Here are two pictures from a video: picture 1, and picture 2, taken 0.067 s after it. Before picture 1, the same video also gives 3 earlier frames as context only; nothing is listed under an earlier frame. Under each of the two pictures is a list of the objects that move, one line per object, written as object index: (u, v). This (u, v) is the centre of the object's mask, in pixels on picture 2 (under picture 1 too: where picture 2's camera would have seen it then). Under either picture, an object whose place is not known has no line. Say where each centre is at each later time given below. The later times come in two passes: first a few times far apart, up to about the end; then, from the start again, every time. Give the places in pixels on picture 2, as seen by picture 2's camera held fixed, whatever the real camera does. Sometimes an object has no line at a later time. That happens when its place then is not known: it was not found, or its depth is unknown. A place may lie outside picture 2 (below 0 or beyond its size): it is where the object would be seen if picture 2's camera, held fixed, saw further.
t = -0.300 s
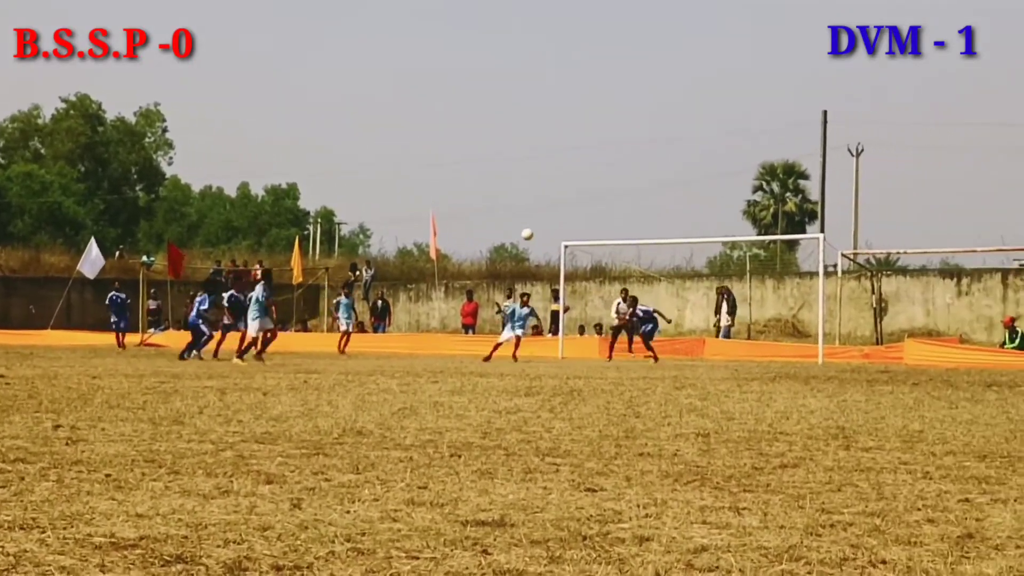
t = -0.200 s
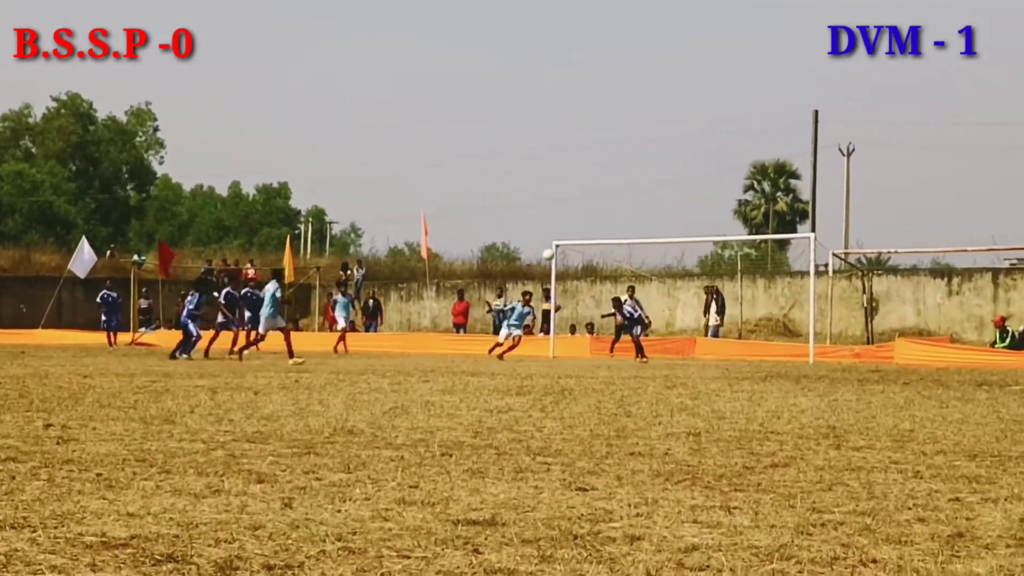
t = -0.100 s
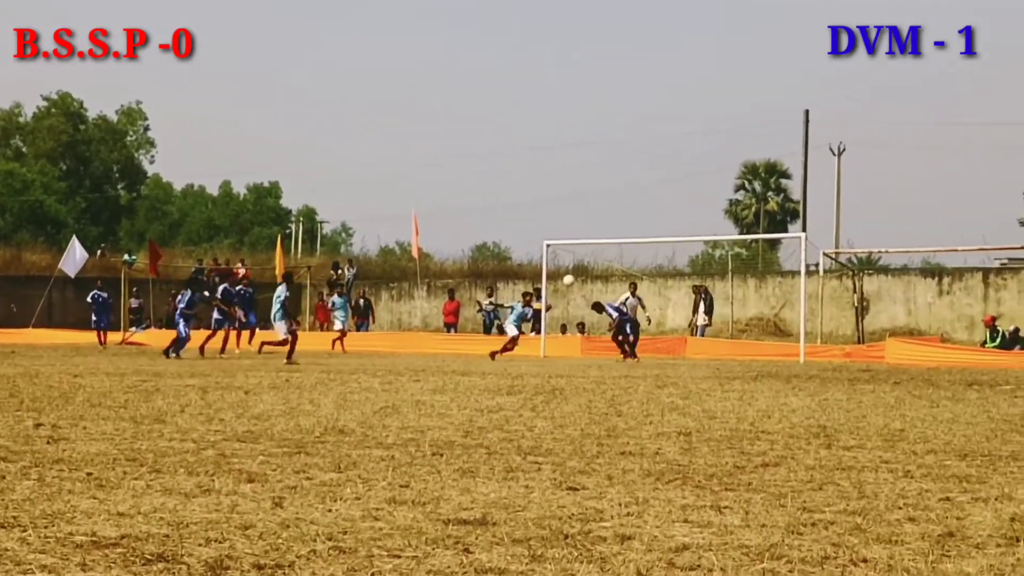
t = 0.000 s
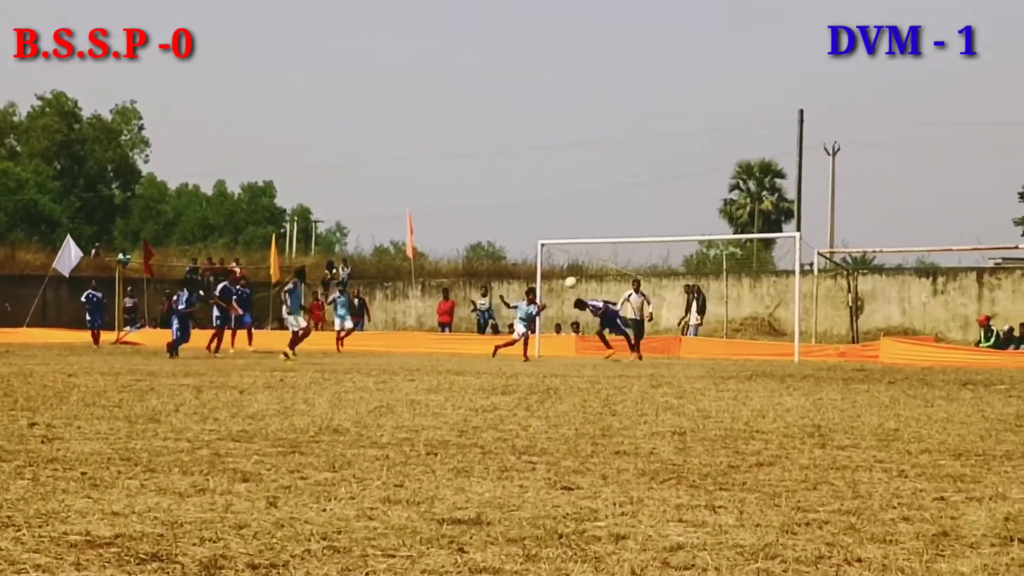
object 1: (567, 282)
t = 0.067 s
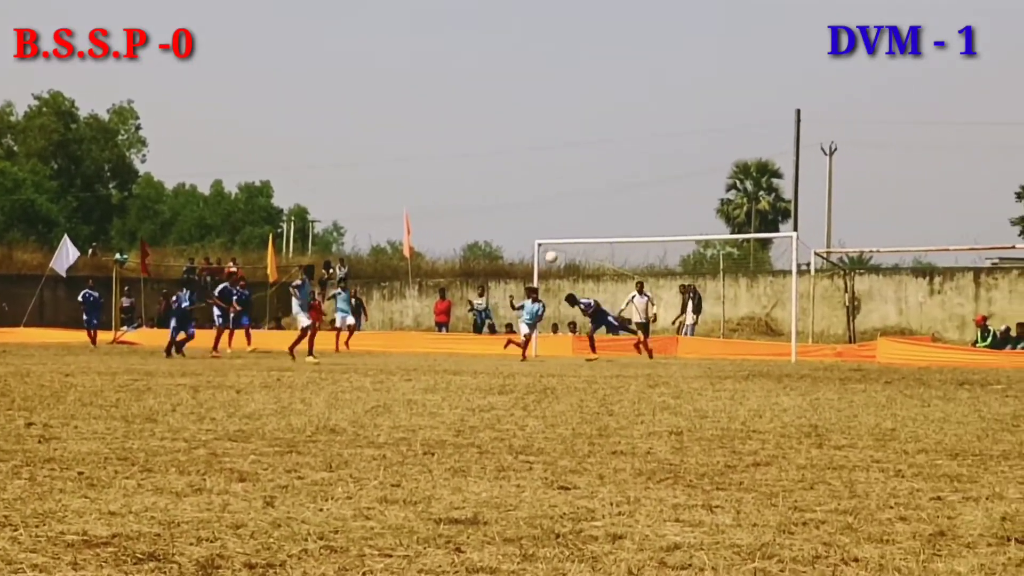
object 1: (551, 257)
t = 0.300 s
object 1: (491, 184)
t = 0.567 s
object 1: (419, 136)
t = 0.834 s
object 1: (343, 128)
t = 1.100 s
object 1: (270, 168)
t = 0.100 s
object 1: (542, 245)
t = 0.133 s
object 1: (534, 233)
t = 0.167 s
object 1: (526, 223)
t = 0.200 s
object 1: (517, 212)
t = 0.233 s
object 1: (508, 202)
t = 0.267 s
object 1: (500, 193)
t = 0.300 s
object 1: (491, 184)
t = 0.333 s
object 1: (482, 176)
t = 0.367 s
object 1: (473, 169)
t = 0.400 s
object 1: (464, 162)
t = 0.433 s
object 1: (456, 155)
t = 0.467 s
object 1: (446, 150)
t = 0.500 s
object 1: (437, 144)
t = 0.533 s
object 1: (428, 140)
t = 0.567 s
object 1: (419, 136)
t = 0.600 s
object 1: (410, 133)
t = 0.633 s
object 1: (400, 130)
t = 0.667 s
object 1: (391, 128)
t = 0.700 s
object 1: (382, 127)
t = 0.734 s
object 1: (372, 126)
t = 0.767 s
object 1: (362, 126)
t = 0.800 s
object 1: (353, 127)
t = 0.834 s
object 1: (343, 128)
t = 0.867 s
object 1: (333, 130)
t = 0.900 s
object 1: (324, 133)
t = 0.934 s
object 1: (316, 137)
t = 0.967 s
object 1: (307, 142)
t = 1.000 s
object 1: (297, 147)
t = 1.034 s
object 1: (289, 153)
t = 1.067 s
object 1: (280, 160)
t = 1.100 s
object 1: (270, 168)
